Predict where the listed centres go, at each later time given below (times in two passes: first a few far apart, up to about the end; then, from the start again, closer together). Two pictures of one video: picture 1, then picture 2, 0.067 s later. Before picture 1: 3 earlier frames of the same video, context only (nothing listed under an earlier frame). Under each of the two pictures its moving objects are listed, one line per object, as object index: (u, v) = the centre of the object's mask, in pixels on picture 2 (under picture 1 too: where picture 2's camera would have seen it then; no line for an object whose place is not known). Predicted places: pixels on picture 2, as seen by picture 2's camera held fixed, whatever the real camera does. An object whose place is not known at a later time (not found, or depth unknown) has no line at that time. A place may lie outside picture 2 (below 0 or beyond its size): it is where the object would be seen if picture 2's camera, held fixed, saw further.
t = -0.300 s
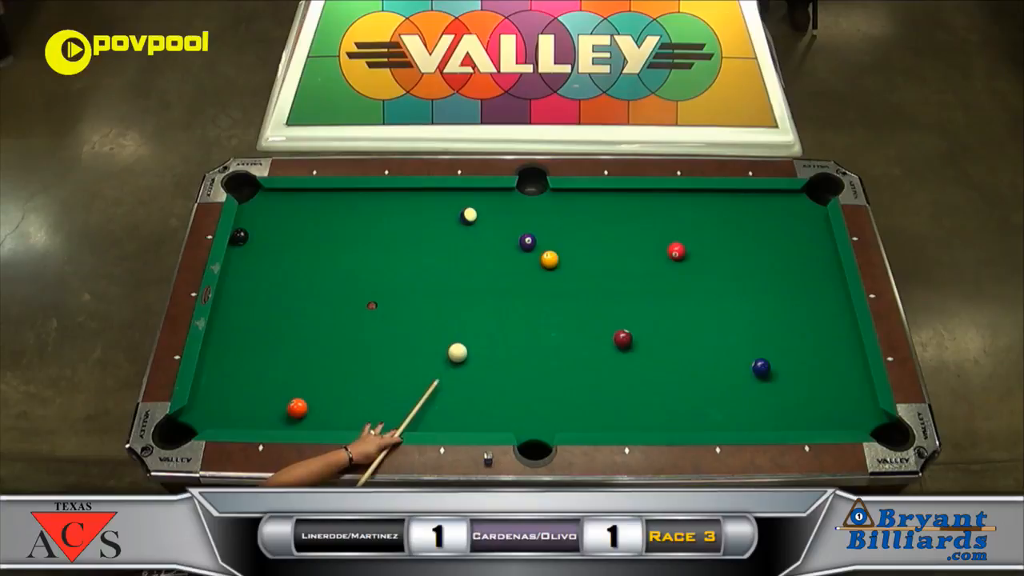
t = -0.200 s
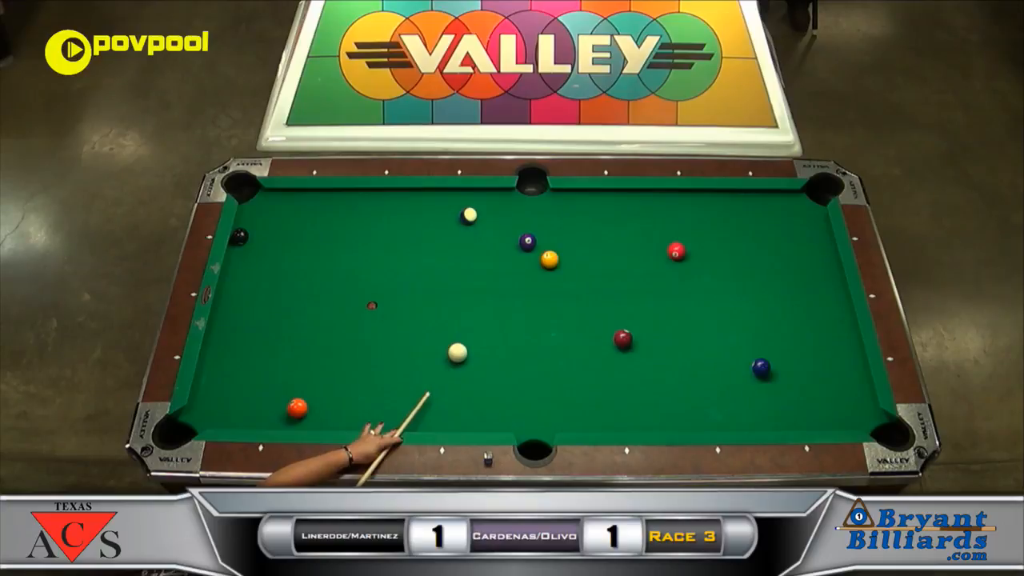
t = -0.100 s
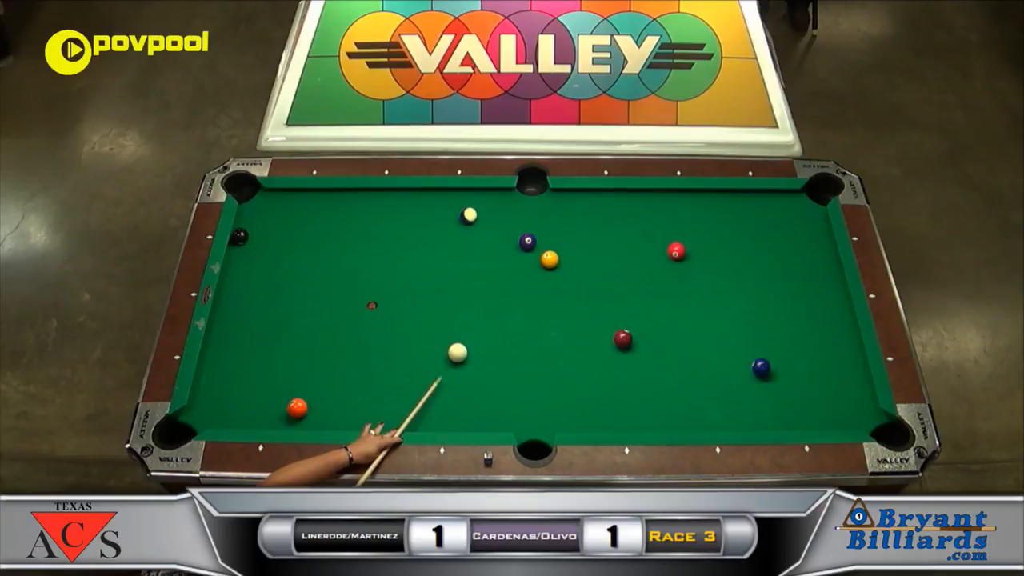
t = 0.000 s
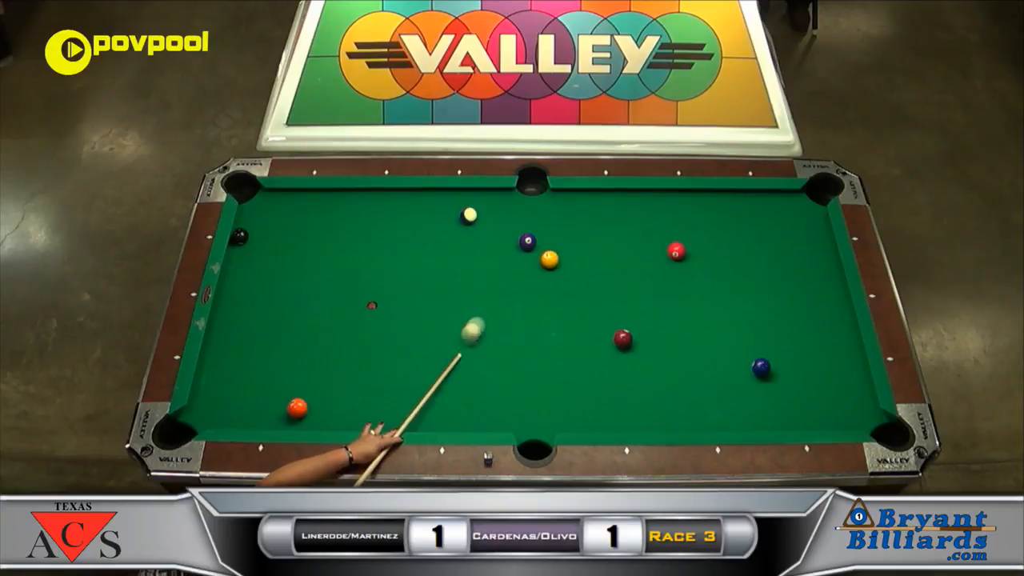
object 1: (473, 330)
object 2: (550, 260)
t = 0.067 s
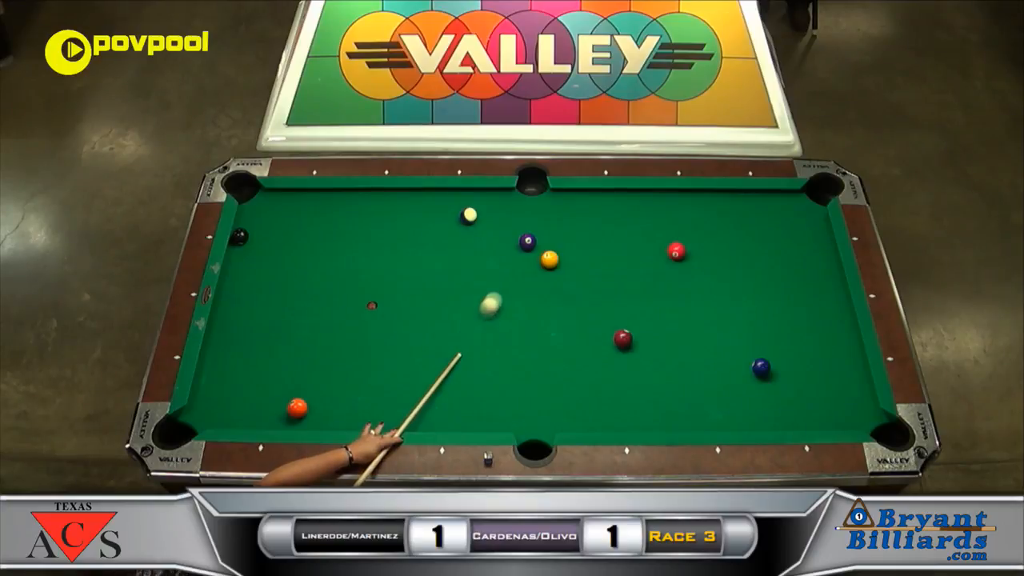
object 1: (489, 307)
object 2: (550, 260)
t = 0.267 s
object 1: (529, 254)
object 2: (549, 260)
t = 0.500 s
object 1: (540, 251)
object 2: (560, 262)
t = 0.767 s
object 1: (547, 247)
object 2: (572, 265)
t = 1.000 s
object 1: (552, 245)
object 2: (581, 267)
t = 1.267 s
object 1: (556, 243)
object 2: (590, 269)
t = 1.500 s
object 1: (558, 242)
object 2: (596, 271)
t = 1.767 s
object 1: (559, 242)
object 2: (600, 272)
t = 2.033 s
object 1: (559, 242)
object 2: (602, 272)
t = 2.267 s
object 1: (558, 242)
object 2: (603, 273)
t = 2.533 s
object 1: (558, 242)
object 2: (603, 273)
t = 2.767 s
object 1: (558, 242)
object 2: (603, 273)
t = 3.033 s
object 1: (558, 242)
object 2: (603, 273)
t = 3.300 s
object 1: (558, 242)
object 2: (603, 273)
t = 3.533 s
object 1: (558, 242)
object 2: (603, 273)
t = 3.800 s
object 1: (558, 242)
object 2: (603, 272)
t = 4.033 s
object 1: (558, 242)
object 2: (603, 272)
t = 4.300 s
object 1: (558, 242)
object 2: (603, 273)
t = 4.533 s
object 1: (558, 242)
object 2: (603, 273)
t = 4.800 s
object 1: (558, 242)
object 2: (602, 273)
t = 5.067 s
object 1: (558, 242)
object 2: (602, 272)
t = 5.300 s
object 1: (558, 242)
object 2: (602, 272)
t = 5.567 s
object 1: (558, 242)
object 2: (602, 272)
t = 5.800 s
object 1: (558, 242)
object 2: (602, 272)
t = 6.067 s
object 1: (558, 242)
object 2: (602, 273)
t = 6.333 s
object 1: (558, 242)
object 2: (602, 273)
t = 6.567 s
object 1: (558, 242)
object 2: (602, 273)
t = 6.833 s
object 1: (558, 242)
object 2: (602, 273)
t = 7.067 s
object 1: (558, 242)
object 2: (602, 273)
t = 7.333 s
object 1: (558, 242)
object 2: (602, 273)
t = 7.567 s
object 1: (558, 242)
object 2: (602, 272)
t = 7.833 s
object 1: (558, 242)
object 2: (602, 272)
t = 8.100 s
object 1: (558, 242)
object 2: (602, 272)
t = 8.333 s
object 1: (558, 242)
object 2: (602, 272)
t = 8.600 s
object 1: (558, 242)
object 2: (602, 272)
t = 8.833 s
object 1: (558, 242)
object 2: (602, 272)
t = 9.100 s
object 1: (558, 242)
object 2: (602, 273)
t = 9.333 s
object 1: (558, 242)
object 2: (602, 273)
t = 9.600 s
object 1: (558, 242)
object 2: (602, 273)
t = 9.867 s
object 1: (558, 242)
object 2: (602, 273)
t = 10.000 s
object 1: (558, 242)
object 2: (602, 273)
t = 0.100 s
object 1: (497, 295)
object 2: (550, 260)
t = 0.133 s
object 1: (505, 284)
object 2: (550, 260)
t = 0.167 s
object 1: (512, 275)
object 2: (550, 260)
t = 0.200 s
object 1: (518, 265)
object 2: (550, 260)
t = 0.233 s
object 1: (525, 256)
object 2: (550, 260)
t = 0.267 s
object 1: (529, 254)
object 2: (549, 260)
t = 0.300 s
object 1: (533, 254)
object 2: (550, 260)
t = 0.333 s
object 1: (534, 253)
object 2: (551, 260)
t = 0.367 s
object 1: (535, 253)
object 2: (553, 261)
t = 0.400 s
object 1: (536, 252)
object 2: (555, 261)
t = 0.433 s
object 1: (537, 252)
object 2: (557, 261)
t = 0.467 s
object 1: (539, 251)
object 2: (558, 262)
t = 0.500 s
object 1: (540, 251)
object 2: (560, 262)
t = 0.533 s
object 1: (541, 250)
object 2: (562, 263)
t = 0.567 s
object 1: (542, 250)
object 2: (563, 263)
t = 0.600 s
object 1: (543, 249)
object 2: (565, 263)
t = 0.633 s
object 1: (544, 249)
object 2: (566, 264)
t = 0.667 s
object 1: (545, 248)
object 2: (568, 264)
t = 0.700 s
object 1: (546, 248)
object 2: (569, 265)
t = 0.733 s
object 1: (546, 248)
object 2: (571, 265)
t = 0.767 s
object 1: (547, 247)
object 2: (572, 265)
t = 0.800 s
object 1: (548, 247)
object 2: (574, 266)
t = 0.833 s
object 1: (549, 247)
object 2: (575, 266)
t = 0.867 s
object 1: (549, 246)
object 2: (576, 266)
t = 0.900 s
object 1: (550, 246)
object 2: (578, 267)
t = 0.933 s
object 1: (551, 245)
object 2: (579, 267)
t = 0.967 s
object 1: (552, 245)
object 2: (580, 267)
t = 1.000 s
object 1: (552, 245)
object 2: (581, 267)
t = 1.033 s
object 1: (553, 245)
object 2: (583, 268)
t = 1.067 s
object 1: (553, 244)
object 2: (584, 268)
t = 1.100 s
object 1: (554, 244)
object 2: (585, 268)
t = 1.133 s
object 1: (554, 244)
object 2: (586, 268)
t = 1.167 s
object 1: (555, 244)
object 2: (587, 269)
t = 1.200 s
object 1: (555, 244)
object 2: (588, 269)
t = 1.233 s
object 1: (556, 244)
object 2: (589, 269)
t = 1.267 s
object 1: (556, 243)
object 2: (590, 269)
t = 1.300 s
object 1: (557, 243)
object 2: (591, 270)
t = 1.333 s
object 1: (557, 243)
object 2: (592, 270)
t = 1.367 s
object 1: (557, 243)
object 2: (593, 270)
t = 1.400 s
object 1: (558, 243)
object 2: (593, 270)
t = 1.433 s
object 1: (558, 243)
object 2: (594, 271)
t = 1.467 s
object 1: (558, 243)
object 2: (595, 271)
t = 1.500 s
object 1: (558, 242)
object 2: (596, 271)
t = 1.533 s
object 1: (558, 242)
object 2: (596, 271)
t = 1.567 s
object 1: (559, 242)
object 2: (597, 271)
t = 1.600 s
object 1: (559, 242)
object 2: (597, 271)
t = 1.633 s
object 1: (559, 242)
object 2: (598, 272)
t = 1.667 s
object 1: (559, 242)
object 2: (598, 272)
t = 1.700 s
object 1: (559, 242)
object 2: (599, 272)
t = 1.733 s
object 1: (559, 242)
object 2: (599, 272)
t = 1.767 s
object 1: (559, 242)
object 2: (600, 272)
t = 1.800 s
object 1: (559, 242)
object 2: (600, 272)
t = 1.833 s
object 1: (559, 242)
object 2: (601, 272)
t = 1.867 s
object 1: (559, 242)
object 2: (601, 272)
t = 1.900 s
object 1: (559, 242)
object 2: (601, 272)
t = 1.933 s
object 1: (559, 242)
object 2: (601, 272)
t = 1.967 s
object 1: (559, 242)
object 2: (602, 272)
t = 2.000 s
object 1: (559, 242)
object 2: (602, 272)
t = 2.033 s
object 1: (559, 242)
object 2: (602, 272)
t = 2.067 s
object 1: (558, 242)
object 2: (602, 272)
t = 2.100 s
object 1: (558, 242)
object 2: (603, 273)
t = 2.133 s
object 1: (558, 242)
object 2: (603, 272)
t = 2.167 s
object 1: (558, 242)
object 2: (603, 272)
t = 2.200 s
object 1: (558, 242)
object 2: (603, 272)
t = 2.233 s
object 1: (558, 242)
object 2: (603, 273)
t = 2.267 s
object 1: (558, 242)
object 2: (603, 273)
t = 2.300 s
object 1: (558, 242)
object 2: (603, 273)
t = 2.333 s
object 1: (558, 242)
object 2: (603, 273)
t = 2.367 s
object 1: (558, 242)
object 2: (603, 273)
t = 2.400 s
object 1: (558, 242)
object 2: (603, 273)
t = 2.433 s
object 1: (558, 242)
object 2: (603, 273)
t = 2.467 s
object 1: (558, 242)
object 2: (602, 273)
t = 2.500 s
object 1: (558, 242)
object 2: (603, 273)
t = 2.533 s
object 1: (558, 242)
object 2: (603, 273)
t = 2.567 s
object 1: (558, 242)
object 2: (603, 273)
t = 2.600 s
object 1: (558, 242)
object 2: (603, 273)
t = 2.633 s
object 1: (558, 242)
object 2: (603, 273)
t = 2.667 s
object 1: (558, 242)
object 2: (603, 273)
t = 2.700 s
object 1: (558, 242)
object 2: (603, 273)
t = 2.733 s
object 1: (558, 242)
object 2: (603, 273)
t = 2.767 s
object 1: (558, 242)
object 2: (603, 273)
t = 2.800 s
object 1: (558, 242)
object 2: (603, 273)
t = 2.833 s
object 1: (558, 242)
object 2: (603, 273)
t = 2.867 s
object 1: (558, 242)
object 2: (603, 273)
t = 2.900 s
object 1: (558, 242)
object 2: (603, 273)
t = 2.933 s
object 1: (558, 242)
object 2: (603, 273)
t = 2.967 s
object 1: (558, 242)
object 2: (603, 273)
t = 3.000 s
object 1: (558, 242)
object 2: (603, 273)
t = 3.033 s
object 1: (558, 242)
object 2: (603, 273)
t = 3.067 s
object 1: (558, 242)
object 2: (603, 273)
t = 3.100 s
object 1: (558, 242)
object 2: (603, 273)
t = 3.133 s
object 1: (558, 242)
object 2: (603, 273)
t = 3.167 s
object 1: (558, 242)
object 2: (603, 273)
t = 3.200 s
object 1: (558, 242)
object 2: (603, 273)
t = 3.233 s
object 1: (558, 242)
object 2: (603, 273)
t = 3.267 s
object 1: (558, 242)
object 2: (603, 273)
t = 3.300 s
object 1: (558, 242)
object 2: (603, 273)
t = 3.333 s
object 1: (558, 242)
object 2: (603, 273)
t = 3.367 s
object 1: (558, 242)
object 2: (603, 273)
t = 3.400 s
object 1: (558, 242)
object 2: (603, 273)
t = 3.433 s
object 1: (558, 242)
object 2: (603, 273)
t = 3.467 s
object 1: (558, 242)
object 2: (603, 273)
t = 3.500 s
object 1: (558, 242)
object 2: (603, 273)
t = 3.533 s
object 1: (558, 242)
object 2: (603, 273)
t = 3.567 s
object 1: (558, 242)
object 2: (603, 273)
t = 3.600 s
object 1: (558, 242)
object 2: (603, 272)
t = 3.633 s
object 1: (558, 242)
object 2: (603, 272)
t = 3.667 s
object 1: (558, 242)
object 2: (603, 273)
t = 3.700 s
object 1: (558, 242)
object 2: (603, 272)
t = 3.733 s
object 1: (558, 242)
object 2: (602, 272)
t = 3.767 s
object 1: (558, 242)
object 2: (603, 272)
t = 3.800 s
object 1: (558, 242)
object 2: (603, 272)
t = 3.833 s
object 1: (558, 242)
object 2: (603, 272)
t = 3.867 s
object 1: (558, 242)
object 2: (603, 272)
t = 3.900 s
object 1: (558, 242)
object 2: (603, 272)
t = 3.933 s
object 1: (558, 242)
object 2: (603, 272)
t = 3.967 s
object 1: (558, 242)
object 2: (603, 272)
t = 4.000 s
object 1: (558, 242)
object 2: (603, 272)
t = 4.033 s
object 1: (558, 242)
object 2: (603, 272)
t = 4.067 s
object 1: (558, 242)
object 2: (603, 273)
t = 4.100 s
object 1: (558, 242)
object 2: (603, 273)
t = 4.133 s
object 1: (558, 242)
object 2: (603, 272)
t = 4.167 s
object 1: (558, 242)
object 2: (603, 273)
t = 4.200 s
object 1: (558, 242)
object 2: (603, 272)
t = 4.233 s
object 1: (558, 242)
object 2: (603, 273)
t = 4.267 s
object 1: (558, 242)
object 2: (603, 273)
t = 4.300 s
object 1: (558, 242)
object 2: (603, 273)
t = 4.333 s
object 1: (558, 242)
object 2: (603, 273)
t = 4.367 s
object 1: (558, 242)
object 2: (603, 273)
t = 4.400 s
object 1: (558, 242)
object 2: (603, 273)
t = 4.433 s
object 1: (558, 242)
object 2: (603, 273)
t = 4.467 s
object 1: (558, 242)
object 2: (603, 273)
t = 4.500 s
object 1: (558, 242)
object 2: (603, 273)
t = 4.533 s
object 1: (558, 242)
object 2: (603, 273)
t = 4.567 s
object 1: (558, 242)
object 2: (603, 273)
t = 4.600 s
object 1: (558, 242)
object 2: (602, 273)
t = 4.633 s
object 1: (558, 242)
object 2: (603, 272)
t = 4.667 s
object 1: (558, 242)
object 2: (602, 272)
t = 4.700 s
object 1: (558, 242)
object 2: (602, 273)
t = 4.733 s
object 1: (558, 242)
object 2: (602, 273)
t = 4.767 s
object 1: (558, 242)
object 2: (602, 272)
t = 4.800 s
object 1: (558, 242)
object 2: (602, 273)
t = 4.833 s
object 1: (558, 242)
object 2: (602, 273)
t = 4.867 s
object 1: (558, 242)
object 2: (602, 272)
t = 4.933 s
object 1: (558, 242)
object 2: (602, 272)
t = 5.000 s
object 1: (558, 242)
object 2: (602, 272)
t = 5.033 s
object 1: (558, 242)
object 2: (602, 272)
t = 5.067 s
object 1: (558, 242)
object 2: (602, 272)
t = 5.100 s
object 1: (558, 242)
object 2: (602, 272)
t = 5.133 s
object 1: (558, 242)
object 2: (602, 272)
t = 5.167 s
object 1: (558, 242)
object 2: (602, 272)
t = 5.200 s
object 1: (558, 242)
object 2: (602, 272)
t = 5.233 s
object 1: (558, 242)
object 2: (602, 272)
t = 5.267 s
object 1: (558, 242)
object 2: (602, 272)
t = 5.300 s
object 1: (558, 242)
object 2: (602, 272)
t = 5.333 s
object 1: (558, 242)
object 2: (602, 272)
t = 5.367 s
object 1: (558, 242)
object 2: (602, 272)
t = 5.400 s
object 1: (558, 242)
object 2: (602, 272)
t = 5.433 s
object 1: (558, 242)
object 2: (602, 272)
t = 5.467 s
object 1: (558, 242)
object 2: (602, 272)
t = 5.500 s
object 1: (558, 242)
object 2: (602, 272)
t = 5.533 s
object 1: (558, 242)
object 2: (602, 272)
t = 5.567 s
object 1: (558, 242)
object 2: (602, 272)
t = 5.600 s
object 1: (558, 242)
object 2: (602, 272)
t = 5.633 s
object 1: (558, 242)
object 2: (602, 272)
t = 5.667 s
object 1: (558, 242)
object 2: (602, 272)
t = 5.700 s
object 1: (558, 242)
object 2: (602, 272)
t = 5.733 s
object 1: (558, 242)
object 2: (602, 272)
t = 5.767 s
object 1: (558, 242)
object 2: (602, 272)
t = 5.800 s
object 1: (558, 242)
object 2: (602, 272)
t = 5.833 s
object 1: (558, 242)
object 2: (602, 272)
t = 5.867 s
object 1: (558, 242)
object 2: (602, 272)
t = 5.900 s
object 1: (558, 242)
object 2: (602, 272)
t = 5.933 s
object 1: (558, 242)
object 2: (602, 273)
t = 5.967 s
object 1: (558, 242)
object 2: (602, 272)
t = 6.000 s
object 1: (558, 242)
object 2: (602, 273)
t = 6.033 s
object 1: (558, 242)
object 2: (602, 273)
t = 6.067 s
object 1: (558, 242)
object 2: (602, 273)
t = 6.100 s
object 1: (558, 242)
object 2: (602, 273)
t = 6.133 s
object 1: (558, 242)
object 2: (602, 273)
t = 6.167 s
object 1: (558, 242)
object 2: (602, 273)
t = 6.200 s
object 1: (558, 242)
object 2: (602, 273)
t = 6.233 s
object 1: (558, 242)
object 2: (602, 273)
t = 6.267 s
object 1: (558, 242)
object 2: (602, 273)
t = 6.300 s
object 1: (558, 242)
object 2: (602, 273)
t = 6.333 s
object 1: (558, 242)
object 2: (602, 273)
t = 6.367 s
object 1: (558, 242)
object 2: (602, 273)
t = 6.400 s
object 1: (558, 242)
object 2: (602, 273)
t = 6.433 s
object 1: (558, 242)
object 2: (602, 273)
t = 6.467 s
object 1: (558, 242)
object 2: (602, 273)
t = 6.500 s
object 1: (558, 242)
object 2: (602, 273)
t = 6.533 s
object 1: (558, 242)
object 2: (602, 273)
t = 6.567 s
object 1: (558, 242)
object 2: (602, 273)
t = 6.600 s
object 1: (558, 242)
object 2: (602, 273)
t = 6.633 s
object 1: (558, 242)
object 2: (602, 273)
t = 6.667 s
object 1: (558, 242)
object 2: (602, 273)
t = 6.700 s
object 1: (558, 242)
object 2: (602, 273)
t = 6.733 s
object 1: (558, 242)
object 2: (602, 273)
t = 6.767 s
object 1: (558, 242)
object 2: (602, 273)
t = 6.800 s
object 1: (558, 242)
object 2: (602, 273)
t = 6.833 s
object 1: (558, 242)
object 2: (602, 273)
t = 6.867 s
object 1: (558, 242)
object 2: (602, 273)
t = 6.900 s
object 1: (558, 242)
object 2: (602, 273)
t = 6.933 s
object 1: (558, 242)
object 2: (602, 273)
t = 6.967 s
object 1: (558, 242)
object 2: (602, 273)
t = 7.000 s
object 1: (558, 242)
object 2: (602, 273)
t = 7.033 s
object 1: (558, 242)
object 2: (602, 273)
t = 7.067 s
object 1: (558, 242)
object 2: (602, 273)
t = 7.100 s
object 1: (558, 242)
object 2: (602, 273)
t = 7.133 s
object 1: (558, 242)
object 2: (602, 273)
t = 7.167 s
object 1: (558, 242)
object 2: (602, 273)
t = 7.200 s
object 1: (558, 242)
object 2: (602, 273)
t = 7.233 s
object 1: (558, 242)
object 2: (602, 273)
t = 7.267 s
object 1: (558, 242)
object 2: (602, 273)
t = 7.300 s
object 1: (558, 242)
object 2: (602, 273)
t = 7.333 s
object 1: (558, 242)
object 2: (602, 273)
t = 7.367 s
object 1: (558, 242)
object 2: (602, 272)
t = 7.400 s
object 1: (558, 242)
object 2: (602, 272)
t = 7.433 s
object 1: (558, 242)
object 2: (602, 273)
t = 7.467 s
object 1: (558, 242)
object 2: (602, 272)
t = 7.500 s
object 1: (558, 242)
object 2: (602, 272)
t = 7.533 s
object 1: (558, 242)
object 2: (602, 272)
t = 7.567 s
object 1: (558, 242)
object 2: (602, 272)
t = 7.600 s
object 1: (558, 242)
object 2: (602, 272)
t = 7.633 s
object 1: (558, 242)
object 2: (602, 272)
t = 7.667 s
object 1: (558, 242)
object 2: (602, 272)
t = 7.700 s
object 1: (558, 242)
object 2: (602, 272)
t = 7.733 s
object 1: (558, 242)
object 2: (602, 272)
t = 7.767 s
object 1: (558, 242)
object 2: (602, 272)
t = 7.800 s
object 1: (558, 242)
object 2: (602, 272)
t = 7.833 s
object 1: (558, 242)
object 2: (602, 272)
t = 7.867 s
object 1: (558, 242)
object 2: (602, 272)
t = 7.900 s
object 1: (558, 242)
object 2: (602, 272)
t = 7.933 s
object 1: (558, 242)
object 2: (602, 272)
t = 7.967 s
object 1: (558, 242)
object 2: (602, 272)
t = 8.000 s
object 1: (558, 242)
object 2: (602, 272)
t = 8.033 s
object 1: (558, 242)
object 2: (602, 272)
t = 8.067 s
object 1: (558, 242)
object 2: (602, 272)
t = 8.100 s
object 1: (558, 242)
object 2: (602, 272)
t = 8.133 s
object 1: (558, 242)
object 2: (602, 272)
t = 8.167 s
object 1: (558, 242)
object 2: (602, 272)
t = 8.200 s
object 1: (558, 242)
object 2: (602, 272)
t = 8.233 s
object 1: (558, 242)
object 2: (602, 272)
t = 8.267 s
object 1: (558, 242)
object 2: (602, 272)
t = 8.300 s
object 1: (558, 242)
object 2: (602, 272)
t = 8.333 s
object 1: (558, 242)
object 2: (602, 272)
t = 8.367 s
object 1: (558, 242)
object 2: (602, 272)
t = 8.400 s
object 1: (558, 242)
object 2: (602, 272)
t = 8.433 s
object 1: (558, 242)
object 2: (602, 272)
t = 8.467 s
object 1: (558, 242)
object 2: (602, 272)
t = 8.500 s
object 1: (558, 242)
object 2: (602, 272)
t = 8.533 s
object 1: (558, 242)
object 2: (602, 272)
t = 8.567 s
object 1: (558, 242)
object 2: (602, 272)
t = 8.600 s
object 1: (558, 242)
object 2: (602, 272)
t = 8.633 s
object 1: (558, 242)
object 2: (602, 272)
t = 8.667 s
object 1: (558, 242)
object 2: (602, 272)
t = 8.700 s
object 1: (558, 242)
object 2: (602, 272)
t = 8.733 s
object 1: (558, 242)
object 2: (602, 272)
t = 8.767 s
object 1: (558, 242)
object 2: (602, 272)
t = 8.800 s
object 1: (558, 242)
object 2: (602, 272)
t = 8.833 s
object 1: (558, 242)
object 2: (602, 272)
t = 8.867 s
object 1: (558, 242)
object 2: (602, 272)
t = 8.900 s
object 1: (558, 242)
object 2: (602, 272)
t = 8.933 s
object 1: (558, 242)
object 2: (602, 272)
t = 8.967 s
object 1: (558, 242)
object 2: (602, 272)
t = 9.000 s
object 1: (558, 242)
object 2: (602, 272)
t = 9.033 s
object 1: (558, 242)
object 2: (602, 272)
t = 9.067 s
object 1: (558, 242)
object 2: (602, 273)
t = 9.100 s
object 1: (558, 242)
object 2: (602, 273)
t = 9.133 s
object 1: (558, 242)
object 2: (602, 272)
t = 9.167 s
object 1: (558, 242)
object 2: (602, 273)
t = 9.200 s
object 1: (558, 242)
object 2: (602, 273)
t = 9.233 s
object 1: (558, 242)
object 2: (602, 273)
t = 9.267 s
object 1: (558, 242)
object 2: (602, 273)
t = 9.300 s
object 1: (558, 242)
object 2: (602, 273)
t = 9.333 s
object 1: (558, 242)
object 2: (602, 273)
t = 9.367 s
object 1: (558, 242)
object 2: (602, 273)
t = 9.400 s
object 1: (558, 242)
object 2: (602, 273)
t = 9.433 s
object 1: (558, 242)
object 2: (602, 273)
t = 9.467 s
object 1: (558, 242)
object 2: (602, 273)
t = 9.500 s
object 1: (558, 242)
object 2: (602, 273)
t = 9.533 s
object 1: (558, 242)
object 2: (602, 273)
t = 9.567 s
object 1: (558, 242)
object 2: (602, 273)
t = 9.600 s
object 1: (558, 242)
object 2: (602, 273)
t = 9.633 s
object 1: (558, 242)
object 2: (602, 273)
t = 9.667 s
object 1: (558, 242)
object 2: (602, 273)
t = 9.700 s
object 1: (558, 242)
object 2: (602, 273)
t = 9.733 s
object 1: (558, 242)
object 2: (602, 273)
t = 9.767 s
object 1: (558, 242)
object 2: (602, 273)
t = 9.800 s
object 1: (558, 242)
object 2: (602, 273)
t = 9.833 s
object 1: (558, 242)
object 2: (602, 273)
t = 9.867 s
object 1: (558, 242)
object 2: (602, 273)
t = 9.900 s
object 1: (558, 242)
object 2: (602, 273)
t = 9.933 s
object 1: (558, 242)
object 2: (602, 273)
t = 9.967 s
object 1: (558, 242)
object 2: (602, 273)
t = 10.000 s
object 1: (558, 242)
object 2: (602, 273)
